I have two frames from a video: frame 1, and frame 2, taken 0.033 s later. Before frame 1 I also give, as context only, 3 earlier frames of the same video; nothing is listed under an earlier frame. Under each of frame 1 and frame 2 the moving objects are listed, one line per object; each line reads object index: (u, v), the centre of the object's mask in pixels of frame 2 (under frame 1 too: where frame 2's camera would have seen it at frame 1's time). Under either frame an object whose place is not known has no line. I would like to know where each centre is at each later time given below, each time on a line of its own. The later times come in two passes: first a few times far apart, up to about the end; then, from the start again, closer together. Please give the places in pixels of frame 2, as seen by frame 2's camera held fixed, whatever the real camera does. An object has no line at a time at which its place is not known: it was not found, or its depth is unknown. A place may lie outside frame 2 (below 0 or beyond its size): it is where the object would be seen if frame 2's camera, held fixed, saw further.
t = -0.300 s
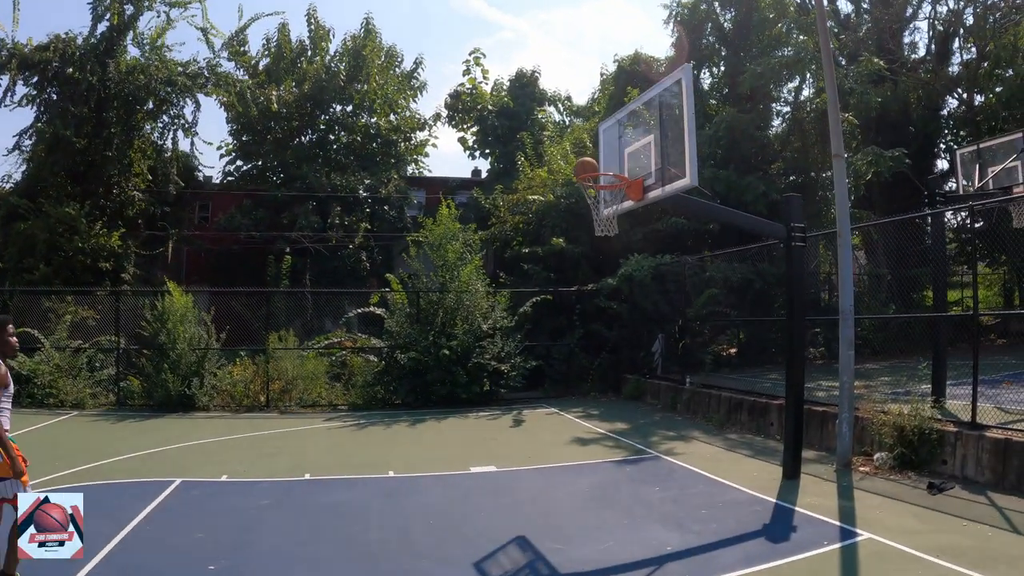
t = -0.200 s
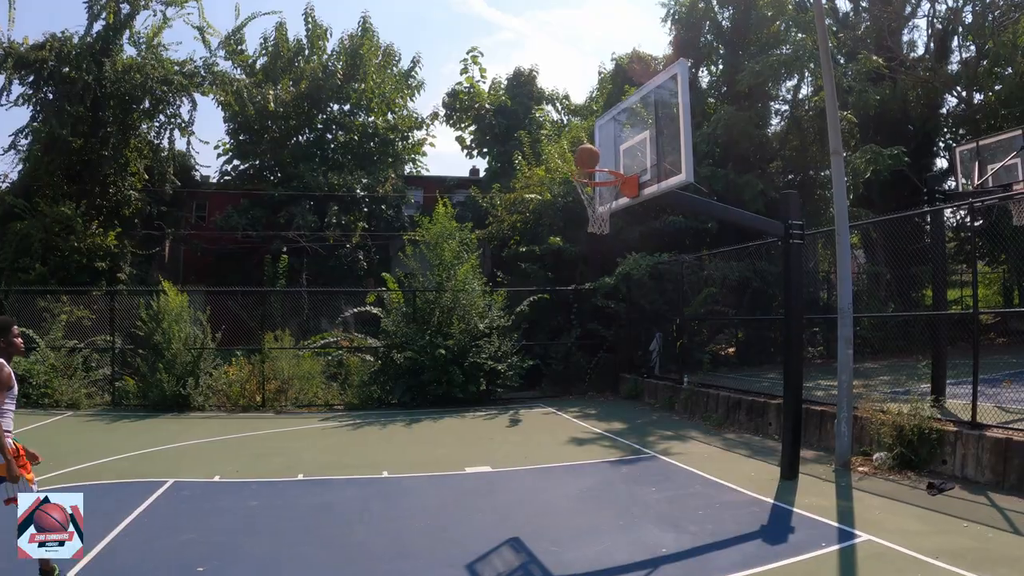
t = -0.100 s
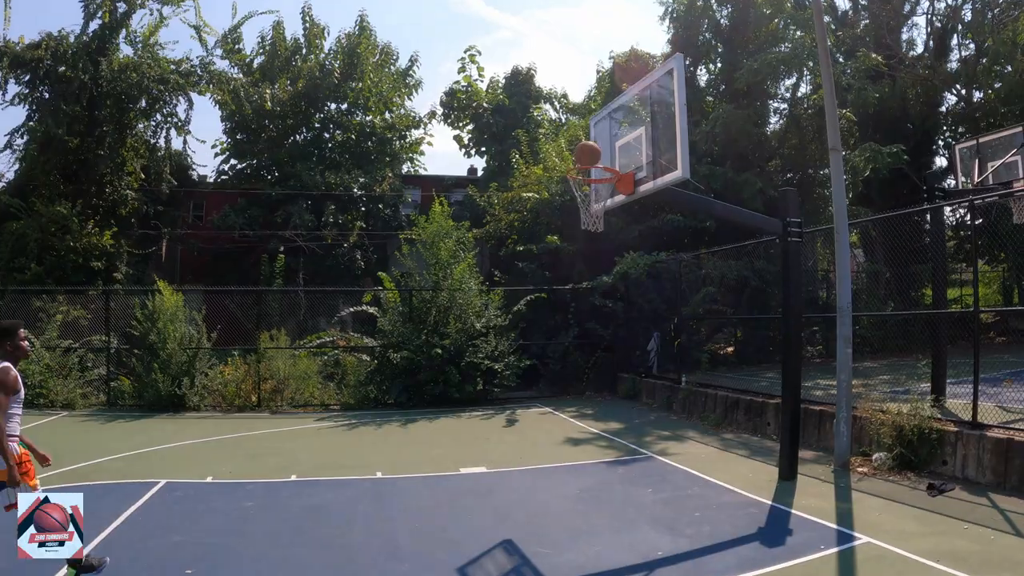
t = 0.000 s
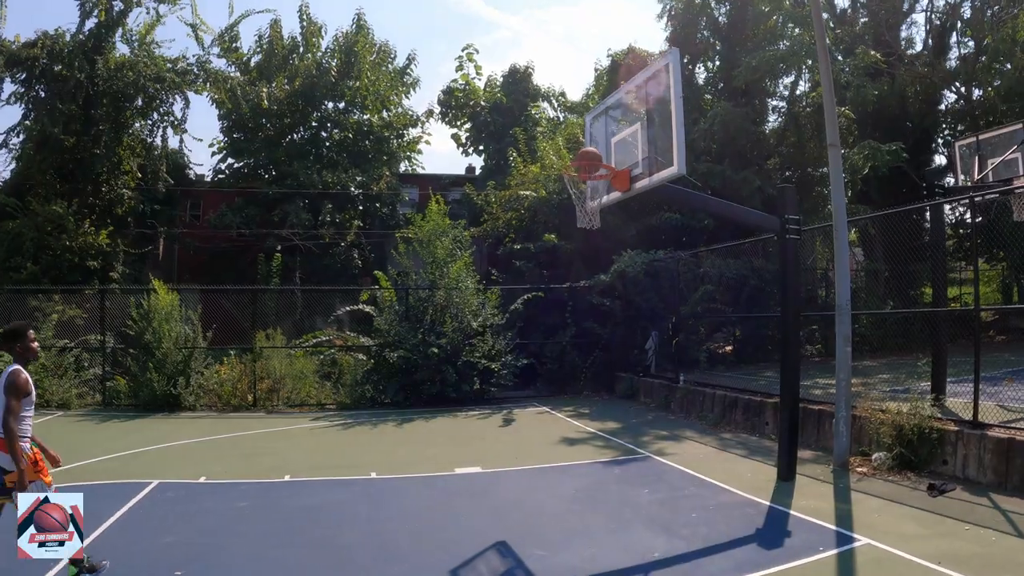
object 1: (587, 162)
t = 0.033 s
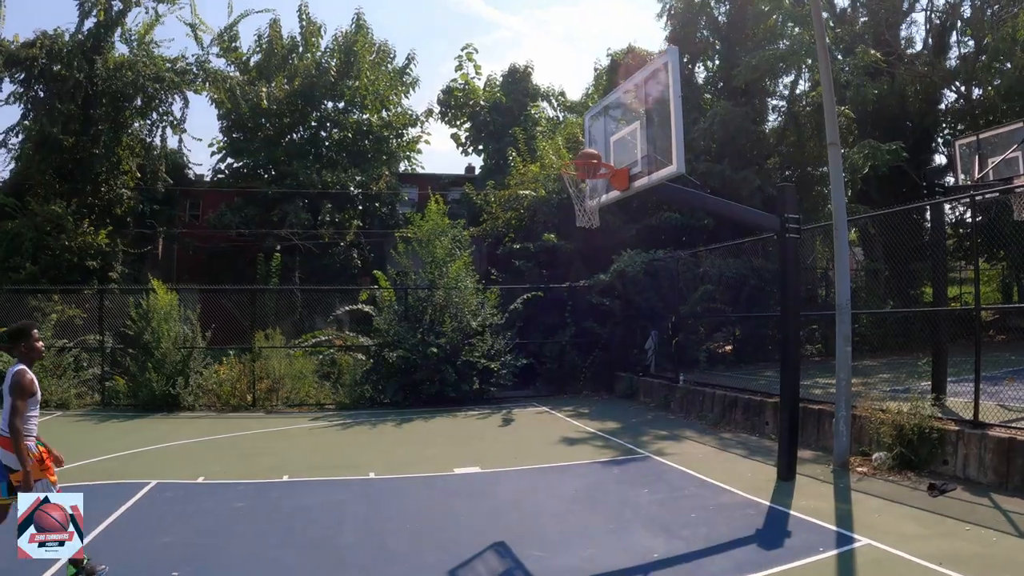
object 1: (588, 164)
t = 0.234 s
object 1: (591, 191)
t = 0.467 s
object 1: (581, 223)
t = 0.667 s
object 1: (573, 290)
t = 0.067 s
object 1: (588, 166)
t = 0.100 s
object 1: (588, 169)
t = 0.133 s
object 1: (588, 174)
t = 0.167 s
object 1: (590, 179)
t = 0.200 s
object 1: (591, 185)
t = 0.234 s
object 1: (591, 191)
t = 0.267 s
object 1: (590, 198)
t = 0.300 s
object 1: (588, 200)
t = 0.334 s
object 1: (589, 204)
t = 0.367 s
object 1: (585, 210)
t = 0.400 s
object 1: (583, 213)
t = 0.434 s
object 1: (582, 215)
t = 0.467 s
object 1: (581, 223)
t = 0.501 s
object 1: (579, 227)
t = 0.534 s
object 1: (578, 237)
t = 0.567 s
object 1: (577, 248)
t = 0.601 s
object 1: (575, 260)
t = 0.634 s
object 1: (574, 275)
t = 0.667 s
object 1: (573, 290)
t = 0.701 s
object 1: (571, 307)
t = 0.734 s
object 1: (570, 325)
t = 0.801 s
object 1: (566, 365)
